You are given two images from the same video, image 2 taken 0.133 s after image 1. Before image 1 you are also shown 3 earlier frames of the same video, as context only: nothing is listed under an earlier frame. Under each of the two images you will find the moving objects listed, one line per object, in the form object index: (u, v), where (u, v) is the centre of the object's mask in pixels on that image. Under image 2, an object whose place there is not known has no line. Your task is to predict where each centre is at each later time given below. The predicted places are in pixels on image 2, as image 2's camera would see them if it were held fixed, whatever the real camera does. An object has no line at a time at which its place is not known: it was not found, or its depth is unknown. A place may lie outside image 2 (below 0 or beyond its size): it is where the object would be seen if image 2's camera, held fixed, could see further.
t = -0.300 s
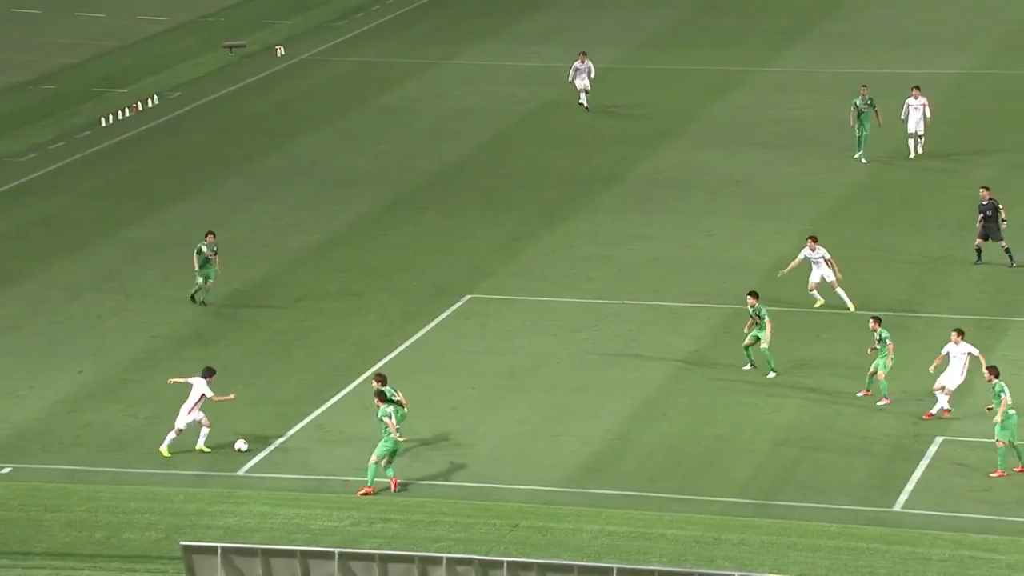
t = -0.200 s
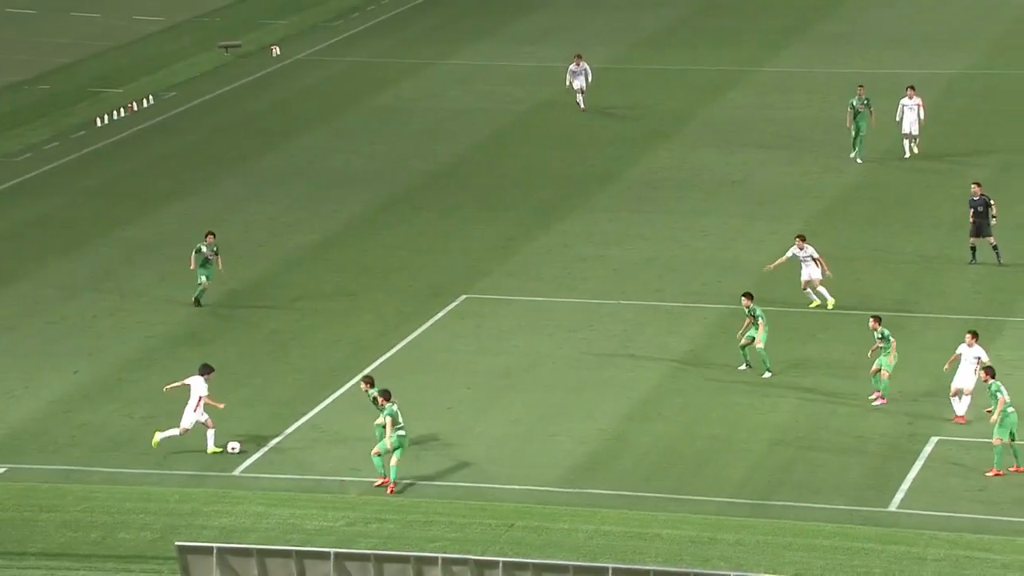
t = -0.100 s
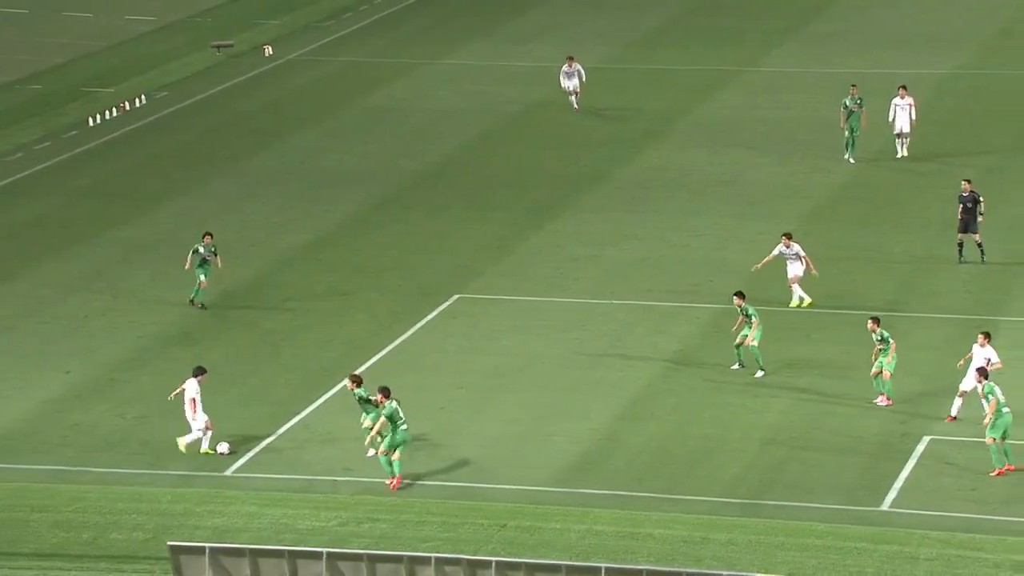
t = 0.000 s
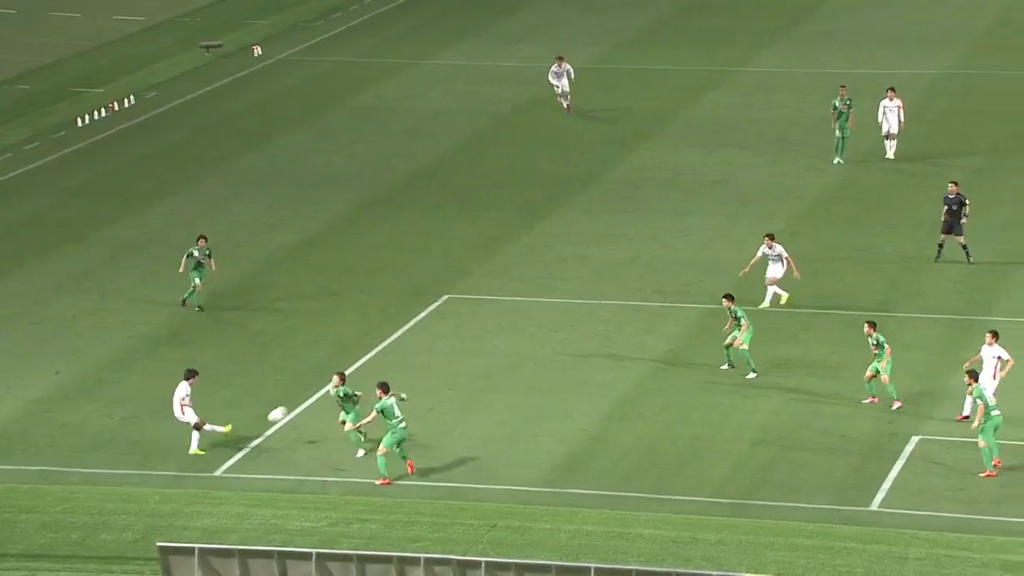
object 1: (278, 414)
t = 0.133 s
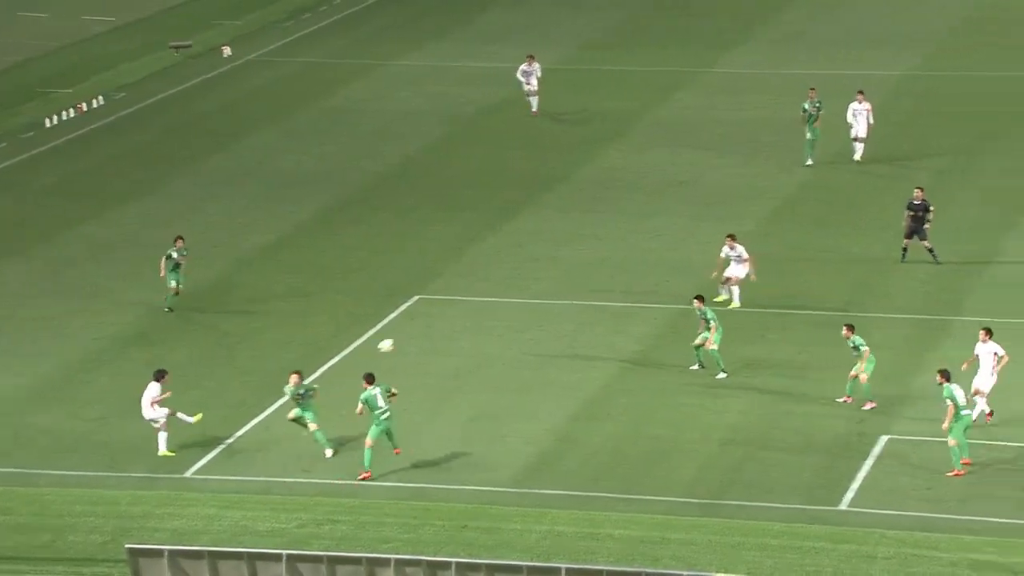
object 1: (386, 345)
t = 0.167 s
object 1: (418, 330)
